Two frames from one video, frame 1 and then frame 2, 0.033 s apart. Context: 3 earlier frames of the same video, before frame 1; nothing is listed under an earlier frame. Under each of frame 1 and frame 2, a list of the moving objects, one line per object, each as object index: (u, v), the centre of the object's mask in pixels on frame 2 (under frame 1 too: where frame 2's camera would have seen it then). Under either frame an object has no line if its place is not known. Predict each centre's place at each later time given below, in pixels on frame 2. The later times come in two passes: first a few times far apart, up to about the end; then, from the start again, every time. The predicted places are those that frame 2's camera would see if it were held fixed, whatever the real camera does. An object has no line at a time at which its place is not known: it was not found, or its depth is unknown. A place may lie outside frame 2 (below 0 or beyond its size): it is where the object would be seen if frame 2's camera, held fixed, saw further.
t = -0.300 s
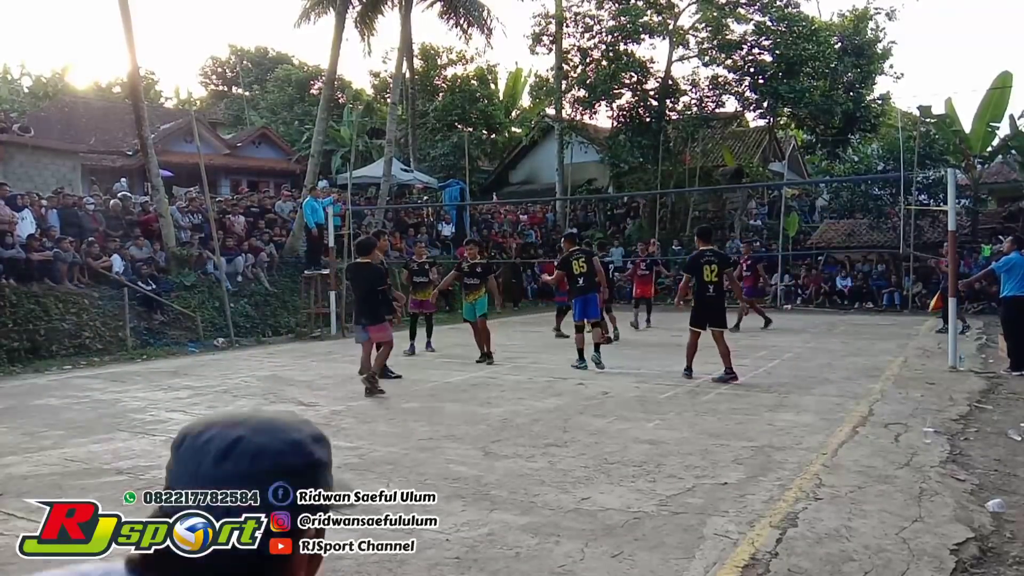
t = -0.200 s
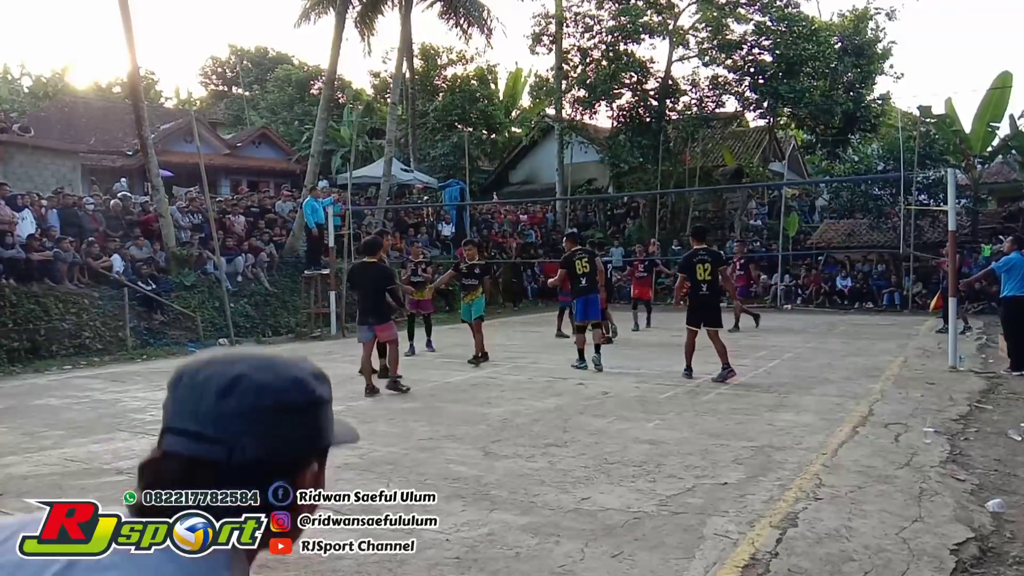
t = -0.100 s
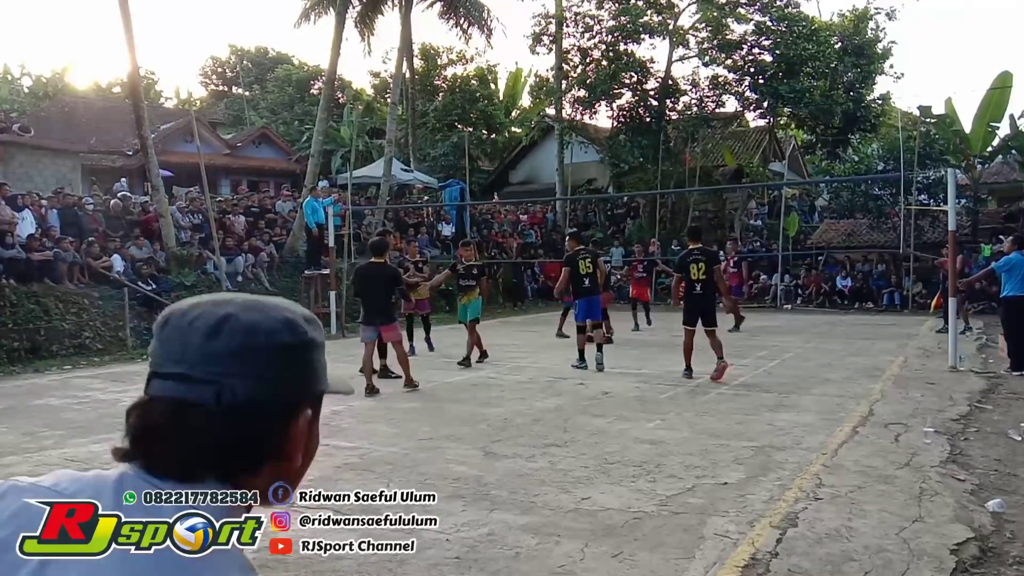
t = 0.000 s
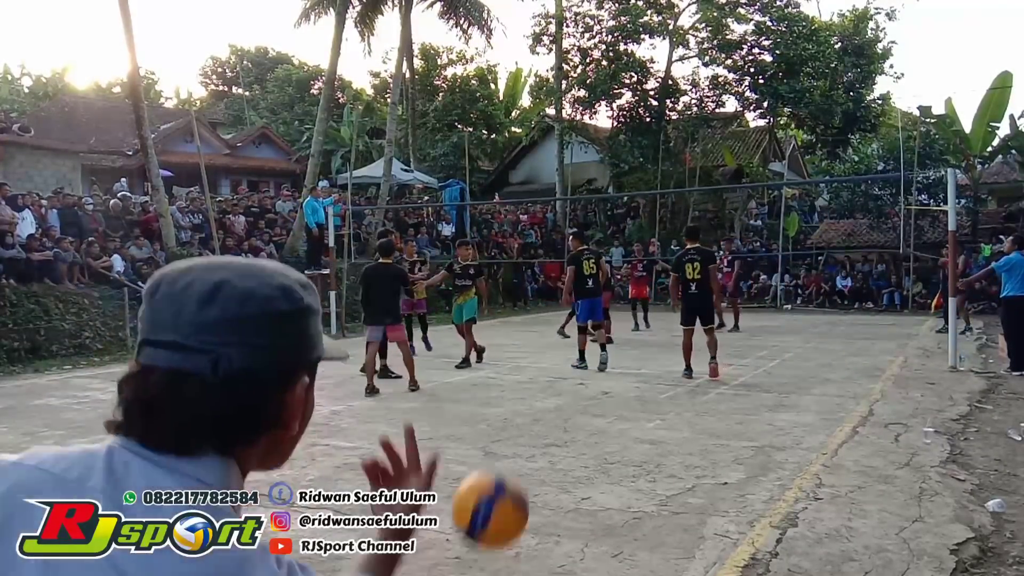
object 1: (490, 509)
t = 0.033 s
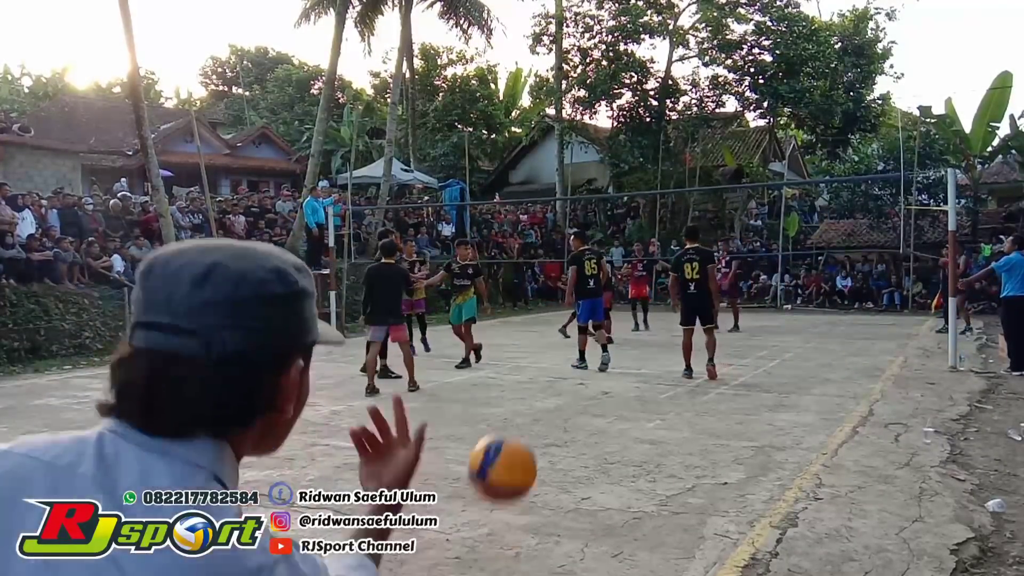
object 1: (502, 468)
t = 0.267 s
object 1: (547, 378)
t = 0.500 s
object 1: (571, 415)
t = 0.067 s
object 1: (511, 438)
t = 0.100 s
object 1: (519, 416)
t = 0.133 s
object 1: (527, 399)
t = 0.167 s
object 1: (532, 388)
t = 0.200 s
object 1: (537, 382)
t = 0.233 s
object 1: (542, 379)
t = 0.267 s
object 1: (547, 378)
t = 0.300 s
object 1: (551, 379)
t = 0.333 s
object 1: (555, 382)
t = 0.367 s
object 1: (558, 386)
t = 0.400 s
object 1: (562, 391)
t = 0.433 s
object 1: (565, 398)
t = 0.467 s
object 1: (568, 406)
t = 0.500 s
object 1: (571, 415)
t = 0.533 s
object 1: (574, 424)
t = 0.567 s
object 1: (577, 420)
